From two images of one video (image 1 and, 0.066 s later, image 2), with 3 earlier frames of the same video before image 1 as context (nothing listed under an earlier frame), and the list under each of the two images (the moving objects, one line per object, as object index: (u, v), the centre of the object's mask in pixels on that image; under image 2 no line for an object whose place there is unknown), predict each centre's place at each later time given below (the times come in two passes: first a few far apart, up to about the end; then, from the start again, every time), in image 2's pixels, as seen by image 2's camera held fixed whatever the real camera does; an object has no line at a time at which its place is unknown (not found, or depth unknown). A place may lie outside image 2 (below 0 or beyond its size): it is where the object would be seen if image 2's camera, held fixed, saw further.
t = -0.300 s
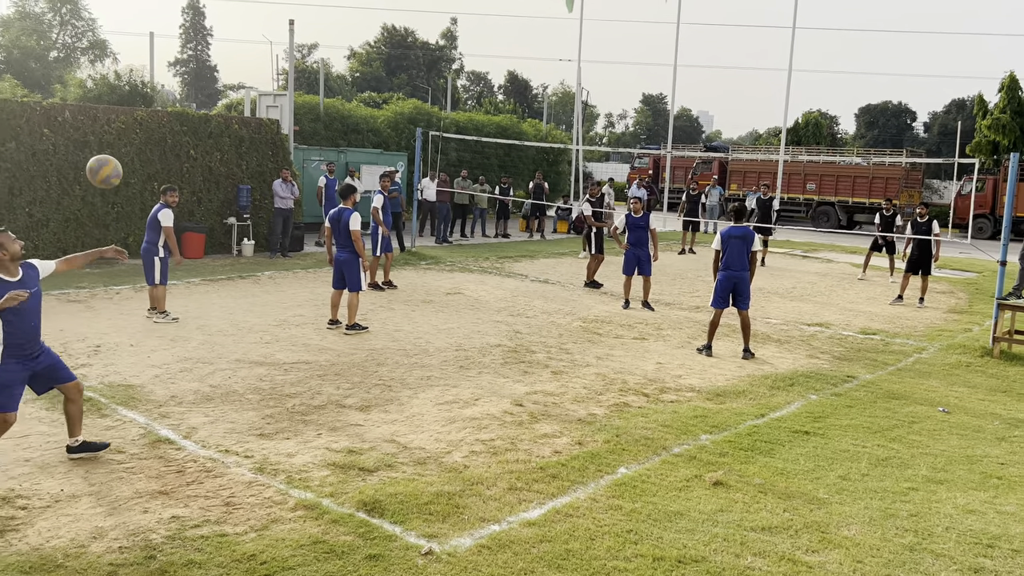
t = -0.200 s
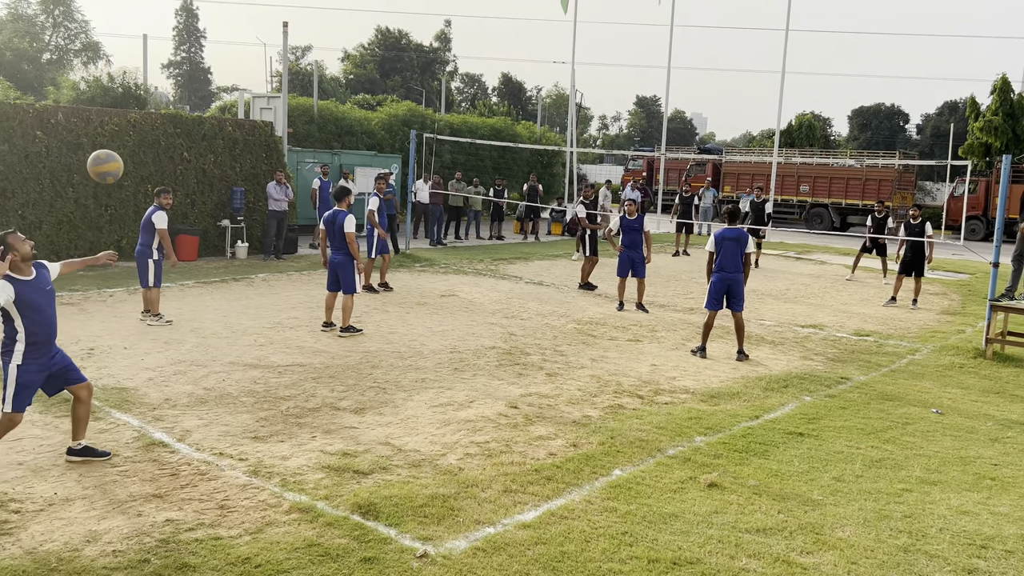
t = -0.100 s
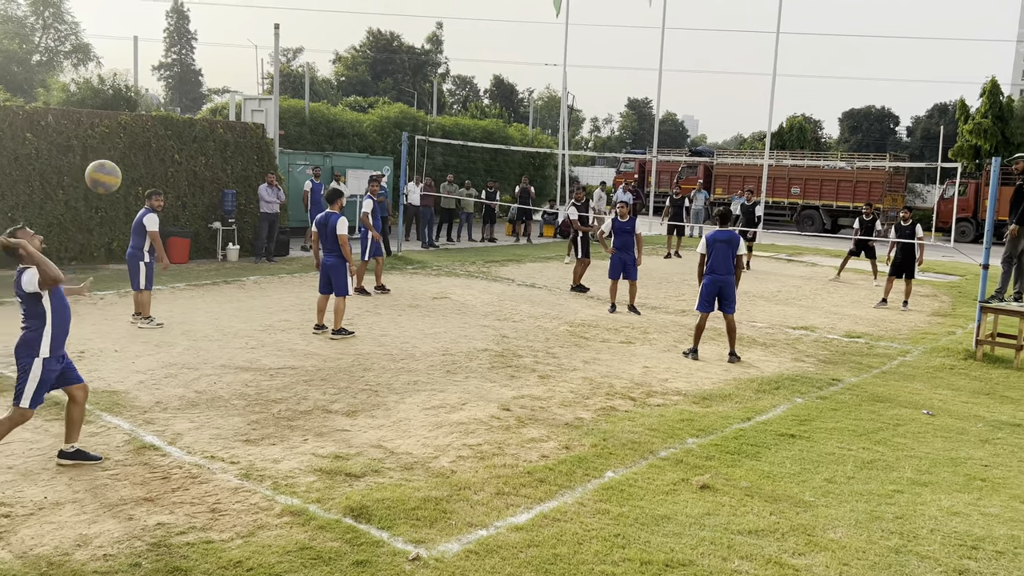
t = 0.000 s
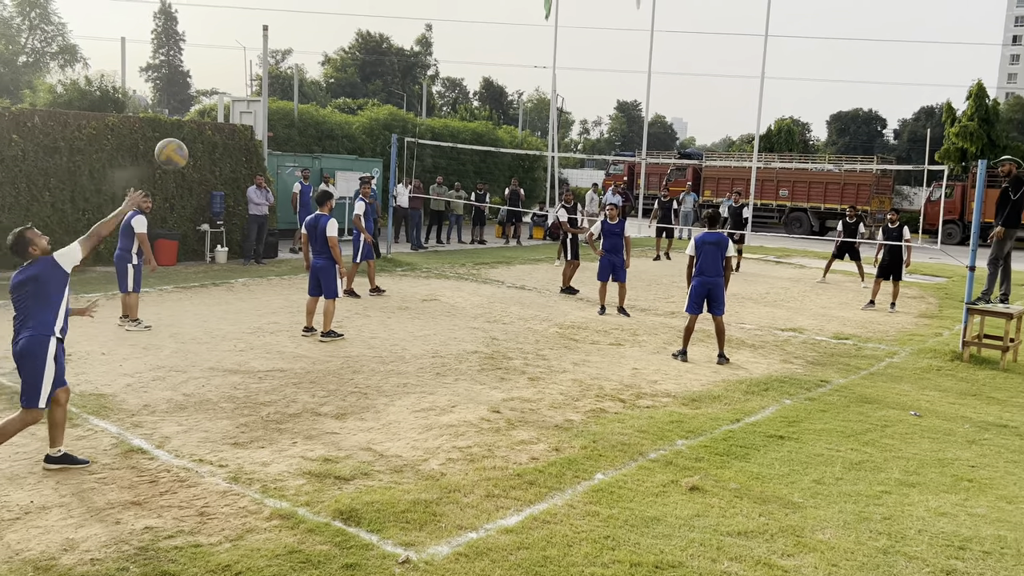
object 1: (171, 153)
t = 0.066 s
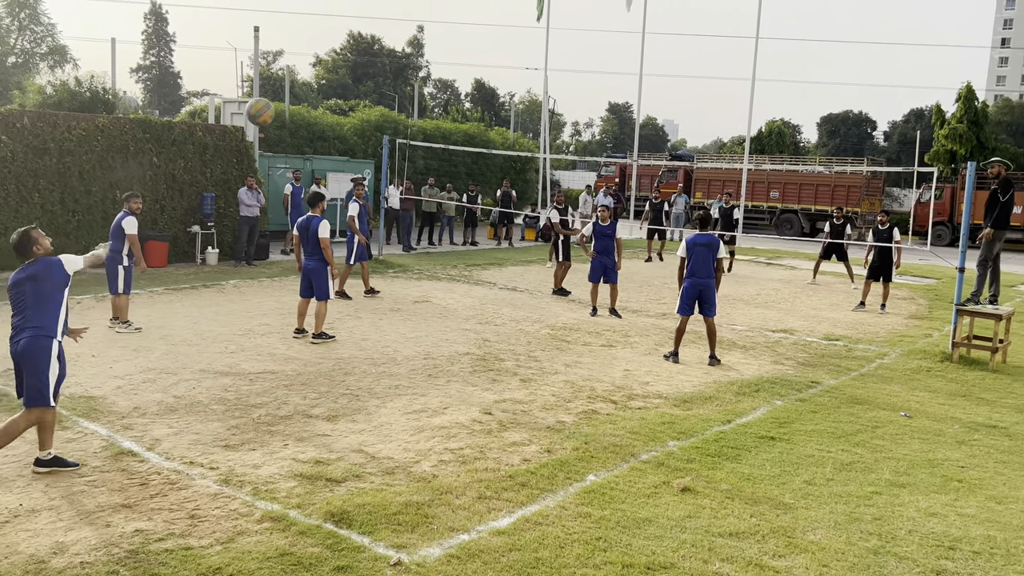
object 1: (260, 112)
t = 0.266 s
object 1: (453, 46)
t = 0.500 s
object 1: (582, 40)
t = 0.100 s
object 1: (300, 95)
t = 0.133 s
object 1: (336, 81)
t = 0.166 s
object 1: (369, 69)
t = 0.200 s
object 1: (398, 60)
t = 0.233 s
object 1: (427, 52)
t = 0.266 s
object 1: (453, 46)
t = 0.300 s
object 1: (476, 42)
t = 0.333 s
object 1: (497, 38)
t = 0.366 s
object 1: (517, 36)
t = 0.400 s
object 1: (535, 36)
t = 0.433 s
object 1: (552, 36)
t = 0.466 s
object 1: (567, 38)
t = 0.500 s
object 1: (582, 40)
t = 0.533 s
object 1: (594, 43)
